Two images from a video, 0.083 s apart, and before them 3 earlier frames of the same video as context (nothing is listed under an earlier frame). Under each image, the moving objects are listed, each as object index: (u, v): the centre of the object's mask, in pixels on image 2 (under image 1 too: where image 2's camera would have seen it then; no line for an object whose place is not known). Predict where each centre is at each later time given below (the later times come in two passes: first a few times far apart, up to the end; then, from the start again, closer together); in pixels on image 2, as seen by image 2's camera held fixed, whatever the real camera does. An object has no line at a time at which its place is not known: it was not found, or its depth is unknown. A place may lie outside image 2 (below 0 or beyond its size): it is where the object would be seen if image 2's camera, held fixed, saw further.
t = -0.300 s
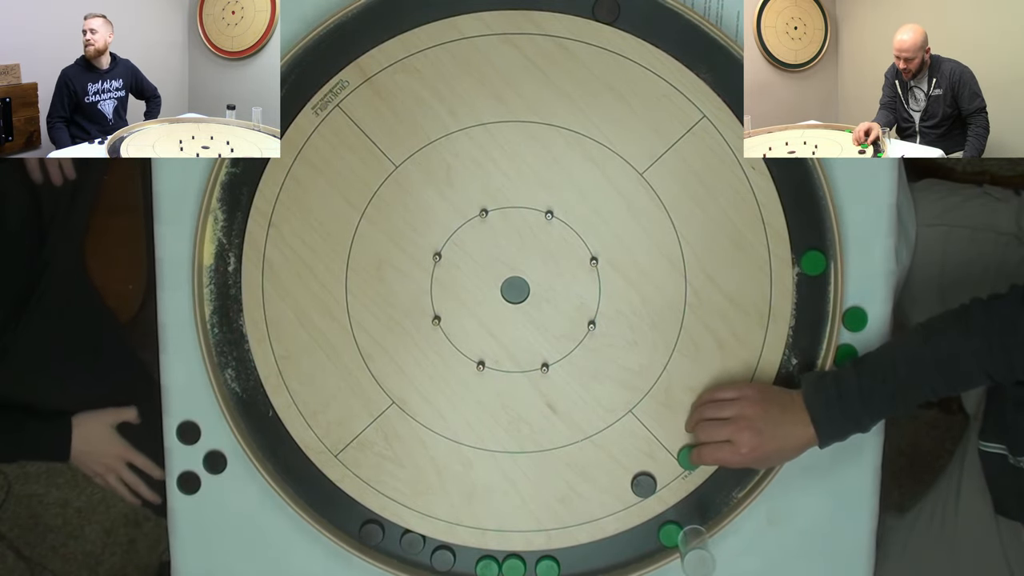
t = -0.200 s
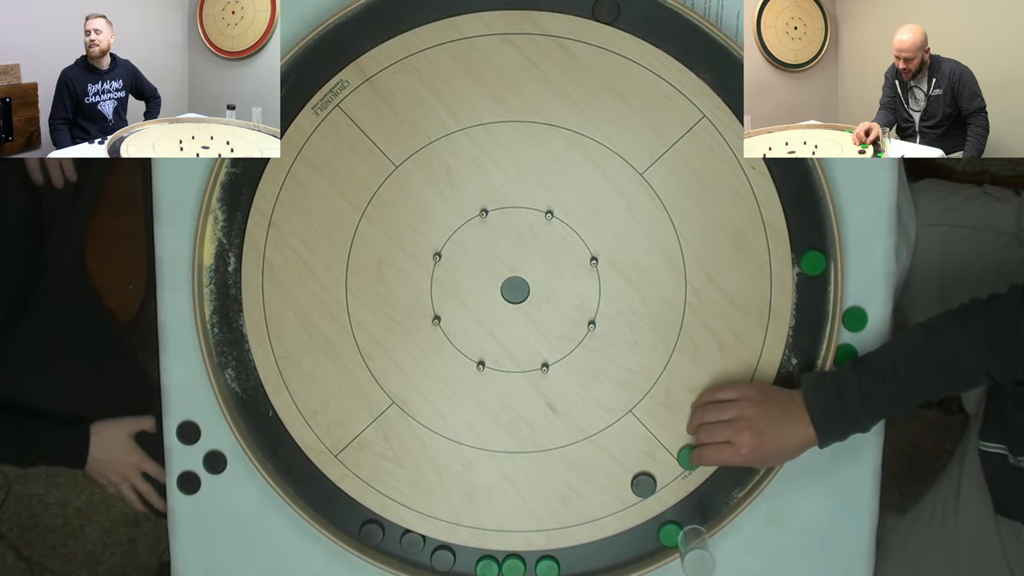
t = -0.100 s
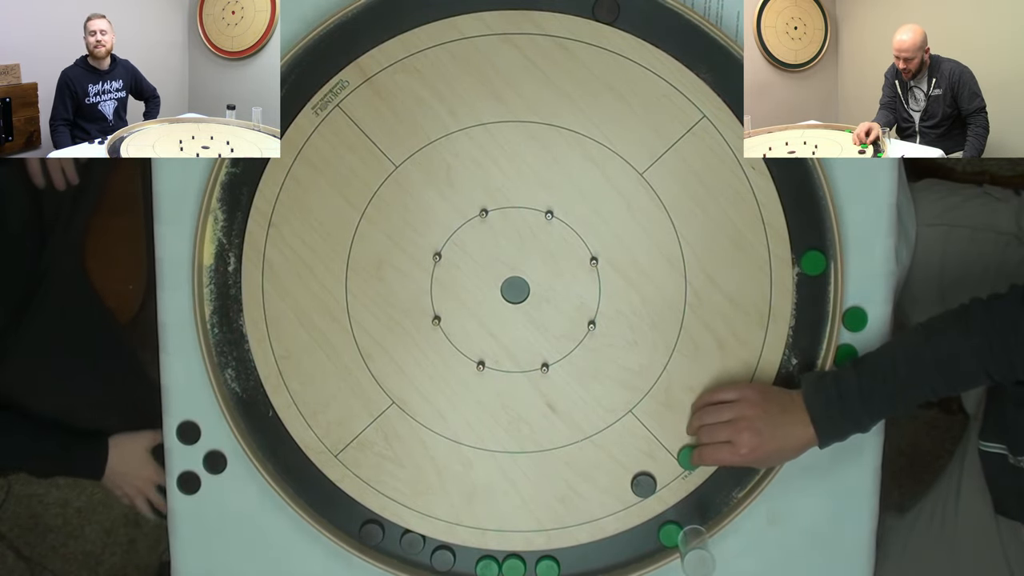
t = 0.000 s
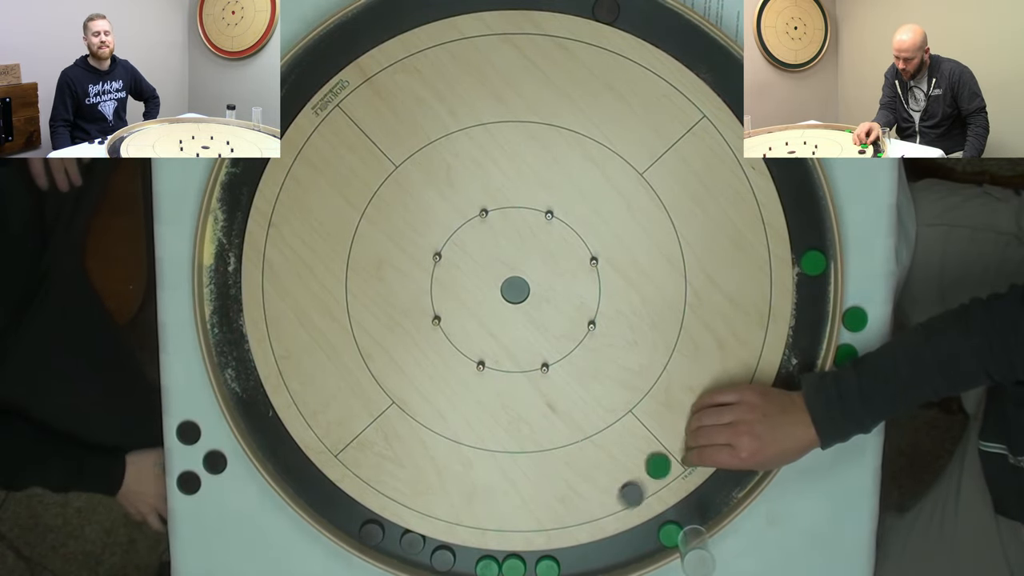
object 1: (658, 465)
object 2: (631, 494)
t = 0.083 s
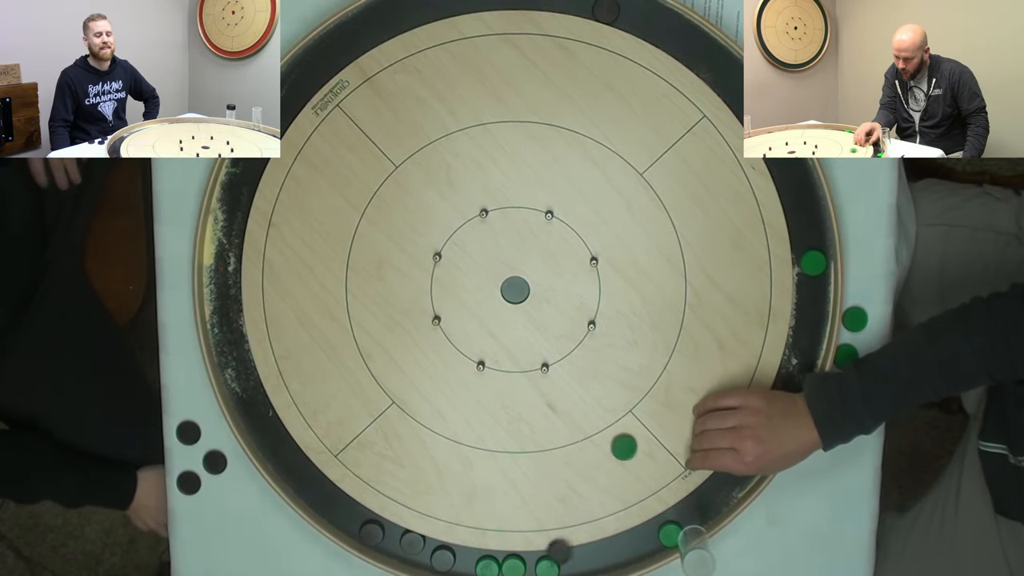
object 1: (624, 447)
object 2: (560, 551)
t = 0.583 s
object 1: (500, 371)
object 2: (427, 541)
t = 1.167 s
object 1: (506, 369)
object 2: (425, 542)
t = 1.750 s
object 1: (506, 369)
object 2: (425, 542)
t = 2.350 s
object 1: (506, 369)
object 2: (425, 542)
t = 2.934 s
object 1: (506, 369)
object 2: (425, 542)
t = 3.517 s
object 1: (506, 370)
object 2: (425, 542)
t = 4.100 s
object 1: (506, 369)
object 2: (425, 542)
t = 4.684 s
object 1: (506, 369)
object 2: (425, 542)
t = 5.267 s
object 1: (506, 369)
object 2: (425, 542)
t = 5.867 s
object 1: (506, 369)
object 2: (425, 542)
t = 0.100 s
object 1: (617, 443)
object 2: (546, 561)
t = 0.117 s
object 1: (611, 439)
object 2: (534, 565)
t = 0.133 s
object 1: (605, 436)
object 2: (526, 566)
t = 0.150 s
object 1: (598, 432)
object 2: (518, 564)
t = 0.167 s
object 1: (592, 429)
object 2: (511, 563)
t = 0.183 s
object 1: (586, 426)
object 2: (503, 560)
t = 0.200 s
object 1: (581, 423)
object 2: (497, 555)
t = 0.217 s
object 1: (575, 419)
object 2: (491, 552)
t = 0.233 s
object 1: (570, 416)
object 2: (484, 549)
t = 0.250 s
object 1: (564, 413)
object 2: (477, 549)
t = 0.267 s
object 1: (559, 410)
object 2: (470, 551)
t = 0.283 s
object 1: (554, 407)
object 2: (464, 549)
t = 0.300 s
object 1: (549, 404)
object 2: (459, 548)
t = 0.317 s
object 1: (544, 401)
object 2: (454, 547)
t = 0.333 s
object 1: (540, 399)
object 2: (450, 545)
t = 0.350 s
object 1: (535, 396)
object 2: (447, 544)
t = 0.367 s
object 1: (531, 394)
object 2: (444, 543)
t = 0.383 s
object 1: (527, 391)
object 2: (441, 542)
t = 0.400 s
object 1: (523, 389)
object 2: (438, 541)
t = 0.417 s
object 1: (520, 387)
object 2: (436, 541)
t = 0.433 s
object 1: (516, 384)
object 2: (434, 540)
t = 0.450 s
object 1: (513, 382)
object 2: (433, 541)
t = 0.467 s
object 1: (510, 380)
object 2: (433, 541)
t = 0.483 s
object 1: (507, 379)
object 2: (432, 541)
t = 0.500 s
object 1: (504, 377)
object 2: (431, 541)
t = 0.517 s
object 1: (502, 375)
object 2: (430, 541)
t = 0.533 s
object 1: (500, 374)
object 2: (429, 541)
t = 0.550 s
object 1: (497, 372)
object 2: (428, 541)
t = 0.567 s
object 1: (497, 371)
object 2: (428, 541)
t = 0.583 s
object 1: (500, 371)
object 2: (427, 541)
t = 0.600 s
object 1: (501, 371)
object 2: (426, 541)
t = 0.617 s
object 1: (503, 370)
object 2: (426, 541)
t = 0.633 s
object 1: (504, 370)
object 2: (426, 541)
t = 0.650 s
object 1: (505, 370)
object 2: (425, 541)
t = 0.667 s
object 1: (506, 370)
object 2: (425, 541)
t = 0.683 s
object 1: (506, 370)
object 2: (425, 542)
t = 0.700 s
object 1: (506, 369)
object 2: (425, 542)
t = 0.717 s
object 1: (506, 369)
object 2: (425, 542)
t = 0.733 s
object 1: (506, 369)
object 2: (425, 542)
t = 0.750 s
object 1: (506, 369)
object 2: (425, 542)
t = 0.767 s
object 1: (506, 369)
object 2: (425, 542)
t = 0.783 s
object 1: (506, 369)
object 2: (425, 542)
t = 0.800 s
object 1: (506, 369)
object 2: (425, 542)
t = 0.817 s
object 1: (506, 369)
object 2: (425, 542)
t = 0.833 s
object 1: (506, 369)
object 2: (425, 542)
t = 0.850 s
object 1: (506, 369)
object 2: (425, 542)
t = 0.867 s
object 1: (506, 369)
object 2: (425, 542)
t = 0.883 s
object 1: (506, 369)
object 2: (425, 542)
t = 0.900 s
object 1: (506, 369)
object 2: (425, 542)
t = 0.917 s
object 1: (506, 369)
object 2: (425, 542)
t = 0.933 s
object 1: (506, 369)
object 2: (425, 542)
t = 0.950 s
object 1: (506, 369)
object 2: (425, 542)
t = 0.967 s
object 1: (506, 369)
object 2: (425, 542)
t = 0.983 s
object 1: (506, 369)
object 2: (425, 542)
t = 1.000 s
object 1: (506, 369)
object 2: (425, 542)
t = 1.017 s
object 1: (506, 369)
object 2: (425, 542)
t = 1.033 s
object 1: (506, 369)
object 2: (425, 542)
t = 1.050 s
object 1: (506, 369)
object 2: (425, 542)
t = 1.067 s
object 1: (506, 369)
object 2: (425, 542)
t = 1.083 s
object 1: (506, 369)
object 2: (425, 542)
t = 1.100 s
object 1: (506, 369)
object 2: (425, 542)
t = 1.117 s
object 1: (506, 369)
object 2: (425, 542)
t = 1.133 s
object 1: (506, 369)
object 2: (425, 542)
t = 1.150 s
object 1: (506, 369)
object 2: (425, 542)
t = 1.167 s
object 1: (506, 369)
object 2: (425, 542)
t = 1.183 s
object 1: (506, 369)
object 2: (425, 542)
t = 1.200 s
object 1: (506, 369)
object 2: (425, 542)
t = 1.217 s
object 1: (506, 369)
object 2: (425, 542)
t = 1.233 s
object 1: (506, 369)
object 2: (425, 542)
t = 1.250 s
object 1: (506, 369)
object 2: (425, 542)
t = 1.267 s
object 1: (506, 369)
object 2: (425, 542)
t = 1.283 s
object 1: (506, 369)
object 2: (425, 542)
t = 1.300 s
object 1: (506, 369)
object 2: (425, 542)
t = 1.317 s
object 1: (506, 369)
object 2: (425, 542)
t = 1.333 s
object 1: (506, 369)
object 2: (425, 542)
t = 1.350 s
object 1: (506, 369)
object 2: (425, 542)
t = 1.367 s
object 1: (506, 369)
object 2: (425, 542)
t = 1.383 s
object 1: (506, 369)
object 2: (425, 542)
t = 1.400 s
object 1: (506, 369)
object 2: (425, 542)
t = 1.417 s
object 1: (506, 369)
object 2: (425, 542)
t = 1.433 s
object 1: (506, 369)
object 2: (425, 542)
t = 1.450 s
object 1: (506, 369)
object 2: (425, 542)
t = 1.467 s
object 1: (506, 369)
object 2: (425, 542)
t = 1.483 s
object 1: (506, 369)
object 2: (425, 542)
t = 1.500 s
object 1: (506, 369)
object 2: (425, 542)
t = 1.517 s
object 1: (506, 369)
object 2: (425, 542)
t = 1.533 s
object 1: (506, 369)
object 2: (425, 542)
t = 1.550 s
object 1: (506, 369)
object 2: (425, 542)
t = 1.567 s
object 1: (506, 369)
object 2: (425, 542)
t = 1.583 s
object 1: (506, 369)
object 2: (425, 542)
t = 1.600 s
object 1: (506, 369)
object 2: (425, 542)
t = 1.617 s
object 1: (506, 369)
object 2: (425, 542)
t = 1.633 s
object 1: (506, 369)
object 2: (425, 542)
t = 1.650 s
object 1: (506, 369)
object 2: (425, 542)
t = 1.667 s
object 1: (506, 369)
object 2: (425, 542)
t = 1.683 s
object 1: (506, 369)
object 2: (425, 542)
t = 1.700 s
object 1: (506, 369)
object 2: (425, 542)
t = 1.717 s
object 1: (506, 370)
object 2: (425, 542)
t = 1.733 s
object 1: (506, 369)
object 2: (425, 542)
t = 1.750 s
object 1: (506, 369)
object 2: (425, 542)
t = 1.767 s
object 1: (506, 369)
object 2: (425, 542)
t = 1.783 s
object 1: (506, 370)
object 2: (425, 542)
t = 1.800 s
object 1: (506, 369)
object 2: (425, 542)
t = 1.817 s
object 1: (506, 370)
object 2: (425, 542)
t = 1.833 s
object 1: (506, 369)
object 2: (425, 542)
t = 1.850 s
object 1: (506, 369)
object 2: (425, 542)
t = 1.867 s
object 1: (506, 369)
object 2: (425, 542)
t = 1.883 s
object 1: (506, 369)
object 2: (425, 542)
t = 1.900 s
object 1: (506, 370)
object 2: (425, 542)
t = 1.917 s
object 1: (506, 369)
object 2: (425, 542)
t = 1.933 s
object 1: (506, 369)
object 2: (425, 542)
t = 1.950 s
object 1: (506, 369)
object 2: (425, 542)
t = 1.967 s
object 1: (506, 369)
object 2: (425, 542)
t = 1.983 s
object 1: (506, 369)
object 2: (425, 542)
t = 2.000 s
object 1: (506, 369)
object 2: (425, 542)
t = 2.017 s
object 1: (506, 369)
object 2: (425, 542)
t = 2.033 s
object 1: (506, 369)
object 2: (425, 542)
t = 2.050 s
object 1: (506, 369)
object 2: (425, 542)
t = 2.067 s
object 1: (506, 369)
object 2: (425, 542)
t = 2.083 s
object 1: (506, 369)
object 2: (425, 542)
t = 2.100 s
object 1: (506, 369)
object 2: (425, 542)
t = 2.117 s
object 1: (506, 369)
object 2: (425, 542)
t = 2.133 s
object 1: (506, 369)
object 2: (425, 542)
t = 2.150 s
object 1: (506, 369)
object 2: (425, 542)
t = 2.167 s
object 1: (506, 369)
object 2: (425, 542)
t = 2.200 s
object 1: (506, 369)
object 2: (425, 542)
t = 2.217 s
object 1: (506, 369)
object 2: (425, 542)
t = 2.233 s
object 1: (506, 369)
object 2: (425, 542)
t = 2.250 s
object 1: (506, 369)
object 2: (425, 542)
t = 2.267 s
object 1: (506, 369)
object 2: (425, 542)
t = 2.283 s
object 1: (506, 369)
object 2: (425, 542)
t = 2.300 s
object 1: (506, 369)
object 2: (425, 542)
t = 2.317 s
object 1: (506, 369)
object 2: (425, 542)
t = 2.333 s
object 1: (506, 369)
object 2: (425, 542)
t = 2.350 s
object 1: (506, 369)
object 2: (425, 542)
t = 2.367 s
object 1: (506, 369)
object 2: (425, 542)
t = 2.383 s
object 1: (506, 369)
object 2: (425, 542)
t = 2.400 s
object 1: (506, 369)
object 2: (425, 542)
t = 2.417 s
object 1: (506, 369)
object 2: (425, 542)
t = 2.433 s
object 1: (506, 369)
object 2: (425, 542)
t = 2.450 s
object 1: (506, 369)
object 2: (425, 542)
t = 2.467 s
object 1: (506, 370)
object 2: (425, 542)
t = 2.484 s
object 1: (506, 370)
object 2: (425, 542)
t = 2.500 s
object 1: (506, 370)
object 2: (425, 542)
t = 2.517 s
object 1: (507, 370)
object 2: (425, 542)
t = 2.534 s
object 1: (506, 370)
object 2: (425, 542)
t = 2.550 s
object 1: (506, 370)
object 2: (425, 542)
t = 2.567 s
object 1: (506, 370)
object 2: (425, 542)
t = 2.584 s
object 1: (507, 370)
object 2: (425, 542)
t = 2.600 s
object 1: (506, 370)
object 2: (425, 542)
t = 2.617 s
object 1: (506, 370)
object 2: (425, 542)
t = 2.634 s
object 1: (506, 370)
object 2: (425, 542)
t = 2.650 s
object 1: (506, 370)
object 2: (425, 542)
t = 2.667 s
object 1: (506, 370)
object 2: (425, 542)
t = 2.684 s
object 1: (506, 370)
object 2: (425, 542)
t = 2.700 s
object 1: (506, 370)
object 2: (425, 542)
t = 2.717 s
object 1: (506, 370)
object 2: (425, 542)
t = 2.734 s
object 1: (506, 370)
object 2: (425, 542)
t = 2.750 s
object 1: (506, 370)
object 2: (425, 542)
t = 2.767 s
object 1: (506, 370)
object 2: (425, 542)
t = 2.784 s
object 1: (506, 369)
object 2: (425, 542)
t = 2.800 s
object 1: (507, 369)
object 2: (425, 542)
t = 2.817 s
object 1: (506, 370)
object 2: (425, 542)
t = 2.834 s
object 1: (506, 370)
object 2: (425, 542)
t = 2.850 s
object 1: (506, 369)
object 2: (425, 542)
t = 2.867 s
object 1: (506, 370)
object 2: (425, 542)
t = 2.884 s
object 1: (507, 370)
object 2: (425, 542)
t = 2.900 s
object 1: (507, 369)
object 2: (425, 542)
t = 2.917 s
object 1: (506, 370)
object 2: (425, 542)
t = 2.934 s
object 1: (506, 369)
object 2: (425, 542)
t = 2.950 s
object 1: (506, 369)
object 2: (425, 542)
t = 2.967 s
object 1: (506, 370)
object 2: (425, 542)
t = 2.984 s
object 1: (507, 369)
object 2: (425, 542)
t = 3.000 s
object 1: (506, 369)
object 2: (425, 542)
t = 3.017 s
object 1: (506, 369)
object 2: (425, 542)
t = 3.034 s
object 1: (507, 369)
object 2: (425, 542)
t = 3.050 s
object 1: (506, 370)
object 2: (425, 542)
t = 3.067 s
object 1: (506, 370)
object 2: (425, 542)
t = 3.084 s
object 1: (506, 369)
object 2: (425, 542)
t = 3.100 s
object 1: (506, 369)
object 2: (425, 542)
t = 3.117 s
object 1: (506, 369)
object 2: (425, 542)
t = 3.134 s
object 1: (506, 370)
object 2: (425, 542)
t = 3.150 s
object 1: (506, 370)
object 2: (425, 542)
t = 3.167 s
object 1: (506, 370)
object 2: (425, 542)
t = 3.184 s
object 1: (506, 370)
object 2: (425, 542)
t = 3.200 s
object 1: (506, 369)
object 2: (425, 542)
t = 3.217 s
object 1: (506, 369)
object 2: (425, 542)
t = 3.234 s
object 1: (506, 369)
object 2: (425, 542)
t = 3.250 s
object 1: (506, 369)
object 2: (425, 542)
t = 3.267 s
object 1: (506, 369)
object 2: (425, 542)
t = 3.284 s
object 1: (506, 369)
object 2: (425, 542)
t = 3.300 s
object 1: (506, 369)
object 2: (425, 542)
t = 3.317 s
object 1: (506, 369)
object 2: (425, 542)
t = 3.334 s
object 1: (506, 369)
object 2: (425, 542)
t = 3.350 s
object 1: (506, 369)
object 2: (425, 542)
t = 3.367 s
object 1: (506, 369)
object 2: (425, 542)
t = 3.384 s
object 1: (506, 369)
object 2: (425, 542)
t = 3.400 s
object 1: (506, 369)
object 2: (425, 542)
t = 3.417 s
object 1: (506, 369)
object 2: (425, 542)
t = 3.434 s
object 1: (506, 370)
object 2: (425, 542)
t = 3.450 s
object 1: (506, 370)
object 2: (425, 542)
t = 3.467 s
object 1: (506, 370)
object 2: (425, 542)
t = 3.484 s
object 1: (506, 370)
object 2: (425, 542)
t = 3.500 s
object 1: (506, 370)
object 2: (425, 542)
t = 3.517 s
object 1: (506, 370)
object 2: (425, 542)
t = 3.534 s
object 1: (506, 370)
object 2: (425, 542)
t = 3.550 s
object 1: (506, 370)
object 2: (425, 542)
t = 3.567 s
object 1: (506, 370)
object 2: (425, 542)
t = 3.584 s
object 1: (506, 370)
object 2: (425, 542)
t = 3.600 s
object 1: (507, 370)
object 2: (425, 542)
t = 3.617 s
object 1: (506, 370)
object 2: (425, 542)
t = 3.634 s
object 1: (506, 370)
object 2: (425, 542)
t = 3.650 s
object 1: (506, 369)
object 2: (425, 542)
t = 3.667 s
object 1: (506, 370)
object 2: (425, 542)
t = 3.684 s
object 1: (507, 370)
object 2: (425, 542)
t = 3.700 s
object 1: (506, 369)
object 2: (425, 542)
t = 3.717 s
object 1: (506, 369)
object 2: (425, 542)
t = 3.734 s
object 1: (506, 369)
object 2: (425, 542)
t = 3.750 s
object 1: (506, 369)
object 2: (425, 542)
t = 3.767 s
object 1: (506, 369)
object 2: (425, 542)
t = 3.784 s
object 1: (506, 369)
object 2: (425, 542)
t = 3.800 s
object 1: (506, 369)
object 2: (425, 542)
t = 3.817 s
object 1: (506, 369)
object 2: (425, 542)
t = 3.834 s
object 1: (506, 369)
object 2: (425, 542)
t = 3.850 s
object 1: (506, 369)
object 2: (425, 542)
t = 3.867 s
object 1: (506, 369)
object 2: (425, 542)
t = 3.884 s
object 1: (506, 369)
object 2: (425, 542)
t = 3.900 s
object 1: (506, 369)
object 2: (425, 542)
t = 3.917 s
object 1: (506, 369)
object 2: (425, 542)
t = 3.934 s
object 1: (506, 369)
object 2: (425, 542)
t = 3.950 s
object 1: (506, 369)
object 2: (425, 542)
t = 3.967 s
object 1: (506, 369)
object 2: (425, 542)
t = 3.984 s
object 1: (506, 369)
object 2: (425, 542)
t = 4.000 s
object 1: (506, 369)
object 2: (425, 542)
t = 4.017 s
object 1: (506, 369)
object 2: (425, 542)
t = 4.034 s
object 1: (506, 369)
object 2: (425, 542)
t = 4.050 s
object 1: (506, 369)
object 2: (425, 542)
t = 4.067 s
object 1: (506, 369)
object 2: (425, 542)
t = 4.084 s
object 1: (506, 369)
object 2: (425, 542)
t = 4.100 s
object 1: (506, 369)
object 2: (425, 542)
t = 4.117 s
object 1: (506, 369)
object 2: (425, 542)
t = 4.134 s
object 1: (506, 369)
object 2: (425, 542)
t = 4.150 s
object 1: (506, 369)
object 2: (425, 542)
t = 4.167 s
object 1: (506, 369)
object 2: (425, 542)
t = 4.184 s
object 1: (506, 369)
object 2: (425, 542)
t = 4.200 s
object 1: (506, 369)
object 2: (425, 542)
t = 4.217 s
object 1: (506, 369)
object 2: (425, 542)
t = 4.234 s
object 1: (506, 369)
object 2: (425, 542)
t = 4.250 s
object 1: (506, 369)
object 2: (425, 542)
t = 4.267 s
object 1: (506, 369)
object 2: (425, 542)
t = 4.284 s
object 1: (506, 369)
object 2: (425, 542)
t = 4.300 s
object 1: (506, 369)
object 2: (425, 542)
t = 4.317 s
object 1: (506, 369)
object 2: (425, 542)
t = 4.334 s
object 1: (506, 369)
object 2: (425, 542)
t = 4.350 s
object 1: (506, 369)
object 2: (425, 542)
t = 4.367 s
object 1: (506, 369)
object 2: (425, 542)
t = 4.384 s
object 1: (506, 369)
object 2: (425, 542)
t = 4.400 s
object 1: (506, 369)
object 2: (425, 542)
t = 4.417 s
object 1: (506, 369)
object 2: (425, 542)
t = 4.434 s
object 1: (506, 369)
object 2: (425, 542)
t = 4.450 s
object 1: (506, 369)
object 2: (425, 542)
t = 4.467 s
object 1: (506, 369)
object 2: (425, 542)
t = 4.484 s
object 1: (506, 369)
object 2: (425, 542)
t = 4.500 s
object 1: (506, 369)
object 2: (425, 542)
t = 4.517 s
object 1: (506, 369)
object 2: (425, 542)
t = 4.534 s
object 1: (506, 369)
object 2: (425, 542)
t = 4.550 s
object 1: (506, 369)
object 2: (425, 542)
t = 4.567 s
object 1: (506, 369)
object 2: (425, 542)
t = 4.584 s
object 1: (506, 369)
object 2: (425, 542)
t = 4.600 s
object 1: (506, 369)
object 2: (425, 542)
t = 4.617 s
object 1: (506, 369)
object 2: (425, 542)
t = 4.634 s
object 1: (506, 369)
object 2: (425, 542)
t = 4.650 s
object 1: (506, 369)
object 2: (425, 542)
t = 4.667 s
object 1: (506, 369)
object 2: (425, 542)
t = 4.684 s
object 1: (506, 369)
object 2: (425, 542)
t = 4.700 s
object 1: (506, 369)
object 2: (425, 542)
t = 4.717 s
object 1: (506, 369)
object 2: (425, 542)
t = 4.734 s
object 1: (506, 369)
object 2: (425, 542)
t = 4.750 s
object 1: (506, 369)
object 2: (425, 542)
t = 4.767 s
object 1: (506, 369)
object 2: (425, 542)
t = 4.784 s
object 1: (506, 369)
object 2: (425, 542)
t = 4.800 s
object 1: (506, 369)
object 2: (425, 542)
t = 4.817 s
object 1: (506, 369)
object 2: (425, 542)
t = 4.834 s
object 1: (506, 369)
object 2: (425, 542)
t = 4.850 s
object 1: (506, 369)
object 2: (425, 542)
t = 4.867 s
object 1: (506, 369)
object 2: (425, 542)
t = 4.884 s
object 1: (506, 369)
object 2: (425, 542)
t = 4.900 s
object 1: (506, 369)
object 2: (425, 542)
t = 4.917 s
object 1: (506, 370)
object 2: (425, 542)
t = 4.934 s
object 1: (506, 369)
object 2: (425, 542)
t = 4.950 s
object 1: (506, 369)
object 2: (425, 542)
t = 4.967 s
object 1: (506, 369)
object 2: (425, 542)
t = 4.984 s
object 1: (506, 369)
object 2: (425, 542)
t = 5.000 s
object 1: (507, 369)
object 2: (425, 542)
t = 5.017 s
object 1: (506, 369)
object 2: (425, 542)
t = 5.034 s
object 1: (506, 369)
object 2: (425, 542)
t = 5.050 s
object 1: (506, 369)
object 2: (425, 542)
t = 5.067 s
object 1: (506, 369)
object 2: (425, 542)
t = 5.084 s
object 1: (506, 370)
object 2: (425, 542)
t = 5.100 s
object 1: (506, 369)
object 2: (425, 542)
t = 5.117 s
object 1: (506, 369)
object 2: (425, 542)
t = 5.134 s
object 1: (506, 369)
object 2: (425, 542)
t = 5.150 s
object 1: (507, 369)
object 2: (425, 542)
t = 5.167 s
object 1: (506, 369)
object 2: (425, 542)
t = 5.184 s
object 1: (506, 369)
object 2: (425, 542)
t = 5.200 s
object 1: (506, 369)
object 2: (425, 542)
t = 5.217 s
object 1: (506, 369)
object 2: (425, 542)
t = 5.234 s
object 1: (506, 369)
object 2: (425, 542)
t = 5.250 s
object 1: (506, 369)
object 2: (425, 542)
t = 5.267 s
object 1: (506, 369)
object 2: (425, 542)
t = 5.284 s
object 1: (506, 369)
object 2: (425, 542)
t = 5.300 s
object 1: (506, 369)
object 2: (425, 542)
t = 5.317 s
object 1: (506, 369)
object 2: (425, 542)
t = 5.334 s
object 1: (506, 369)
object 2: (425, 542)
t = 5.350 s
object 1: (506, 369)
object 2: (425, 542)
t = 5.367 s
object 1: (506, 369)
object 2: (425, 542)
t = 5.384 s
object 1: (506, 369)
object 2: (425, 542)
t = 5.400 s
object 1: (506, 369)
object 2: (425, 542)
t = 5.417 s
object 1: (506, 369)
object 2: (425, 542)
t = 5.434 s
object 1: (506, 369)
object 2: (425, 542)
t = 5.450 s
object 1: (506, 369)
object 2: (425, 542)
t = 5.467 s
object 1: (506, 369)
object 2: (425, 542)
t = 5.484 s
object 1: (506, 369)
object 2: (425, 542)
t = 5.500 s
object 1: (506, 369)
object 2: (425, 542)
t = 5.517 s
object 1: (506, 369)
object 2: (425, 542)
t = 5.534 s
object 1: (506, 369)
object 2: (425, 542)
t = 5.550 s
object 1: (506, 369)
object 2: (425, 542)
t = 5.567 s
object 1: (506, 369)
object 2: (425, 542)
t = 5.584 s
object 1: (506, 369)
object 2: (425, 542)
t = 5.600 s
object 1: (506, 369)
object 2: (425, 542)
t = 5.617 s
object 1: (506, 369)
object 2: (425, 542)
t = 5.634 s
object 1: (506, 369)
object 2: (425, 542)
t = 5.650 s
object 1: (506, 369)
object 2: (425, 542)
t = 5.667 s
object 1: (506, 369)
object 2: (425, 542)
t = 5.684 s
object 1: (506, 369)
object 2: (425, 542)
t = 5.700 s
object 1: (506, 369)
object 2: (425, 542)
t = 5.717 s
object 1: (506, 369)
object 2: (425, 542)
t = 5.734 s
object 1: (506, 369)
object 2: (425, 542)
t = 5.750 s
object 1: (506, 369)
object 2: (425, 542)
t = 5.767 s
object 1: (506, 369)
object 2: (425, 542)
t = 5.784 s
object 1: (506, 369)
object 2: (425, 542)
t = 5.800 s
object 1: (506, 369)
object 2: (425, 542)
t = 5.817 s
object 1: (506, 369)
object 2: (425, 542)
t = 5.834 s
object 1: (506, 369)
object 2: (425, 542)
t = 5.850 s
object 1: (506, 369)
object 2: (425, 542)
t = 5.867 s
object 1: (506, 369)
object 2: (425, 542)
